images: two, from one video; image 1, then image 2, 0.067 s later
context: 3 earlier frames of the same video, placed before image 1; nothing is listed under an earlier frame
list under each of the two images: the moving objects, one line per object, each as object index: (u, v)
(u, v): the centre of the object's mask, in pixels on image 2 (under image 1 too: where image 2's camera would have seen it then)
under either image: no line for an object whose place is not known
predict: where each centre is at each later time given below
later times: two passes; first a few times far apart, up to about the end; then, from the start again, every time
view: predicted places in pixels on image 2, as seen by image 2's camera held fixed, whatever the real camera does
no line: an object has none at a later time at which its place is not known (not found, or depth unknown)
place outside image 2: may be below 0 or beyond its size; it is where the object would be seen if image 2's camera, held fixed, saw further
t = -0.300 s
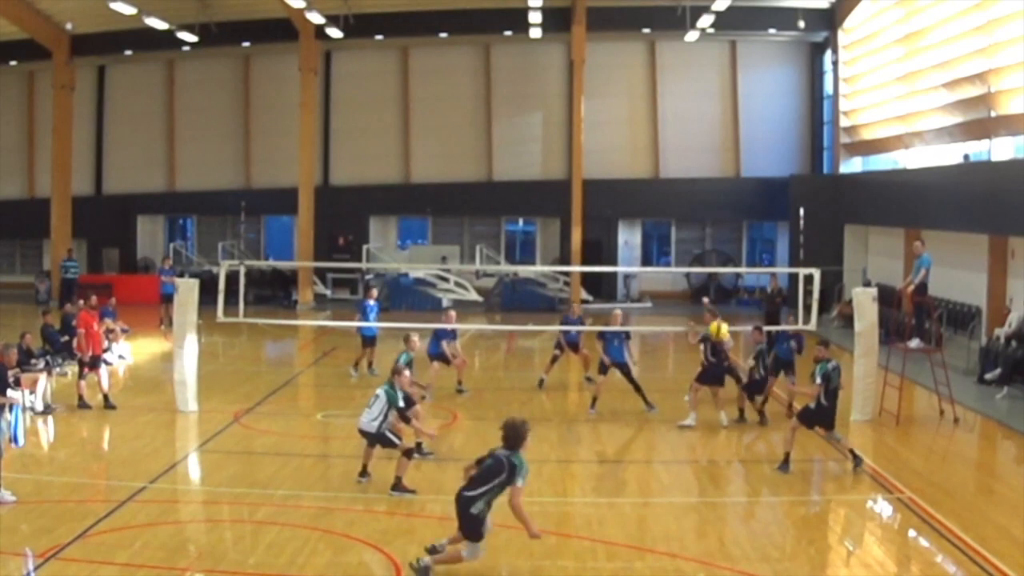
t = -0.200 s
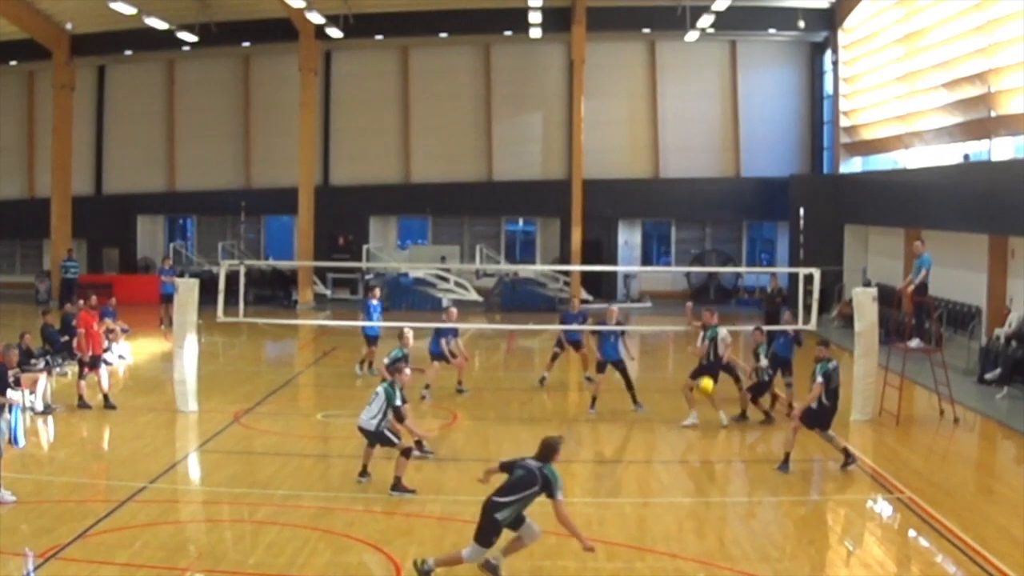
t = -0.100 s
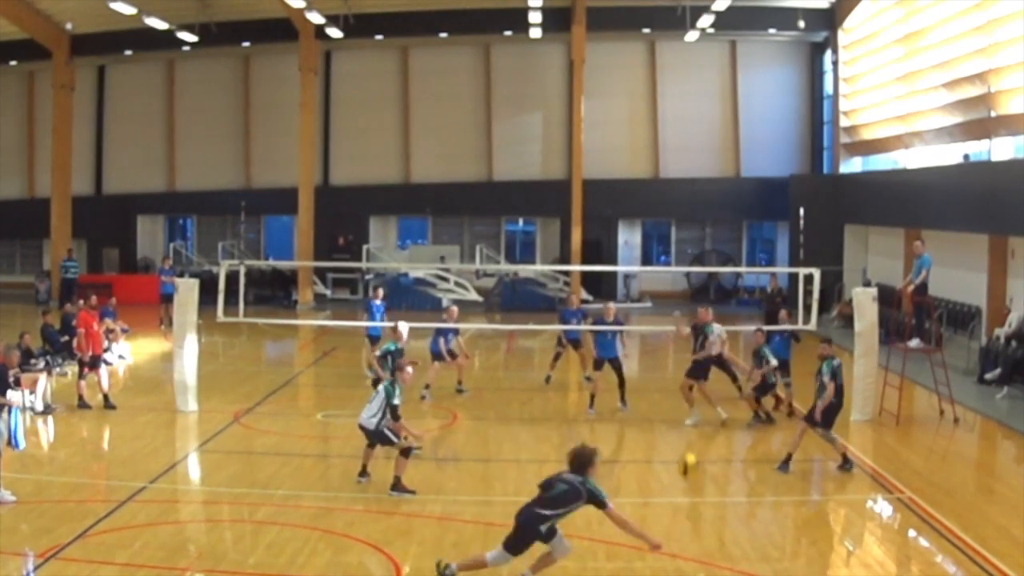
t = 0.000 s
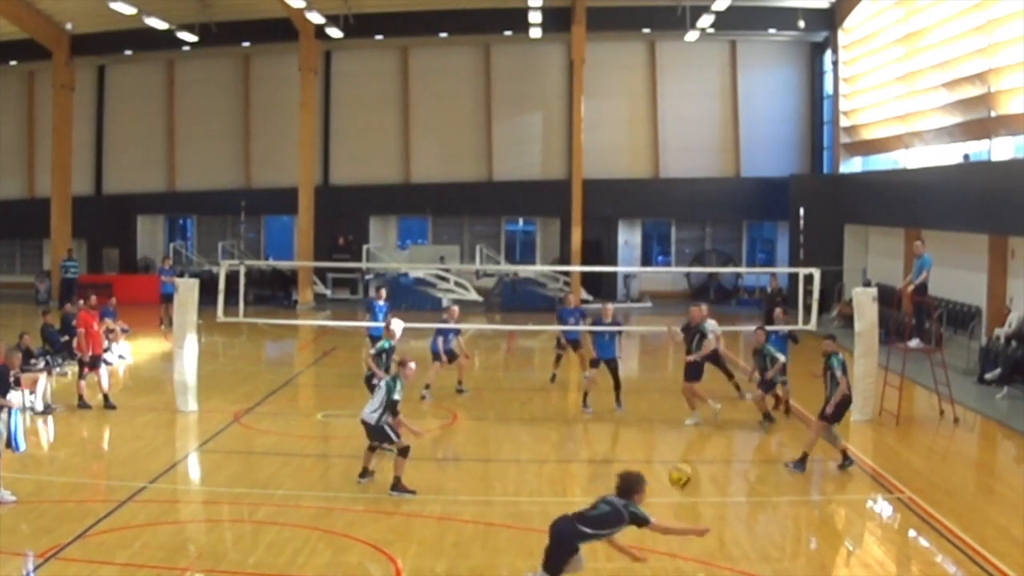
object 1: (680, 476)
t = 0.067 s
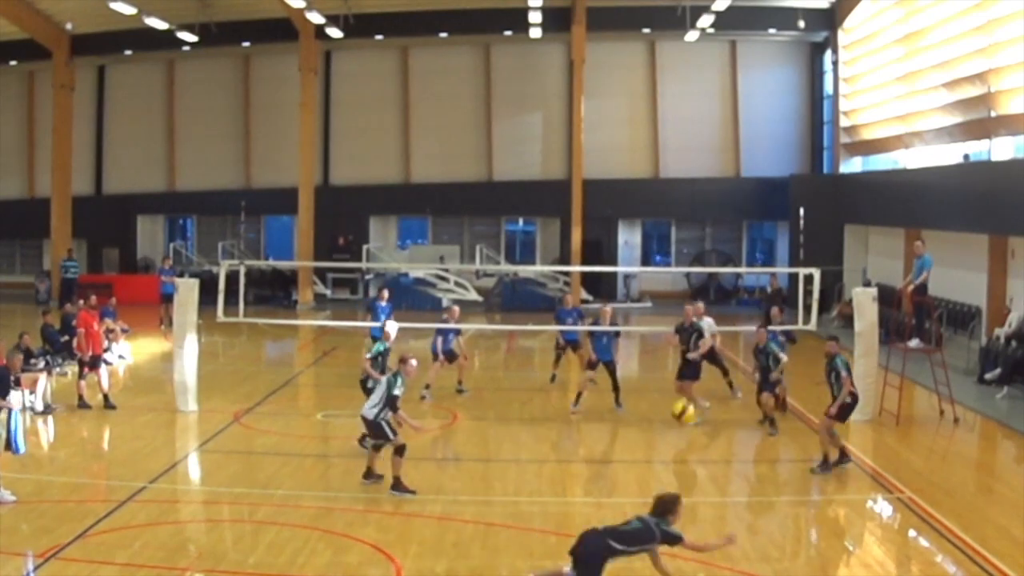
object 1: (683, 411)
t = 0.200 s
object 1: (687, 301)
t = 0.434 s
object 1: (684, 166)
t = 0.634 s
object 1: (678, 102)
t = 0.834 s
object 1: (674, 81)
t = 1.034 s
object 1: (669, 98)
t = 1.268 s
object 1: (665, 163)
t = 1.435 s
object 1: (659, 235)
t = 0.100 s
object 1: (683, 383)
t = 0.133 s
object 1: (685, 354)
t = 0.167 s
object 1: (687, 326)
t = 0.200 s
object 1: (687, 301)
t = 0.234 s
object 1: (687, 280)
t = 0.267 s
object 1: (687, 255)
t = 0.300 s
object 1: (686, 234)
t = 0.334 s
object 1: (685, 216)
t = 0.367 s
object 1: (684, 198)
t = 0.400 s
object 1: (684, 181)
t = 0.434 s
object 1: (684, 166)
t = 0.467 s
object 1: (683, 153)
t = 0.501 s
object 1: (681, 140)
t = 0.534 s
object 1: (680, 127)
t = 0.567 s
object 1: (681, 118)
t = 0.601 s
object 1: (679, 111)
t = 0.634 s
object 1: (678, 102)
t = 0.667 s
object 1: (678, 96)
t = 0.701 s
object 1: (678, 90)
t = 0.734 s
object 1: (676, 87)
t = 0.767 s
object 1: (675, 84)
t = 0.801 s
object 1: (675, 82)
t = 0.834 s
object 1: (674, 81)
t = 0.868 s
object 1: (673, 82)
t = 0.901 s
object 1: (673, 83)
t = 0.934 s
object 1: (672, 85)
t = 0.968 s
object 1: (671, 89)
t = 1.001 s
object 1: (671, 93)
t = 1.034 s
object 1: (669, 98)
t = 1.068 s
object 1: (669, 104)
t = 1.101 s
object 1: (668, 113)
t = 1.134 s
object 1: (667, 120)
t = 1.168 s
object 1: (667, 130)
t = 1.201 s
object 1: (666, 139)
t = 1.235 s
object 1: (666, 151)
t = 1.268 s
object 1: (665, 163)
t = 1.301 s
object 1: (663, 177)
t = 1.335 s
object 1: (662, 190)
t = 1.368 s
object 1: (661, 204)
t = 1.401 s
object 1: (661, 219)
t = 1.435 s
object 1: (659, 235)
